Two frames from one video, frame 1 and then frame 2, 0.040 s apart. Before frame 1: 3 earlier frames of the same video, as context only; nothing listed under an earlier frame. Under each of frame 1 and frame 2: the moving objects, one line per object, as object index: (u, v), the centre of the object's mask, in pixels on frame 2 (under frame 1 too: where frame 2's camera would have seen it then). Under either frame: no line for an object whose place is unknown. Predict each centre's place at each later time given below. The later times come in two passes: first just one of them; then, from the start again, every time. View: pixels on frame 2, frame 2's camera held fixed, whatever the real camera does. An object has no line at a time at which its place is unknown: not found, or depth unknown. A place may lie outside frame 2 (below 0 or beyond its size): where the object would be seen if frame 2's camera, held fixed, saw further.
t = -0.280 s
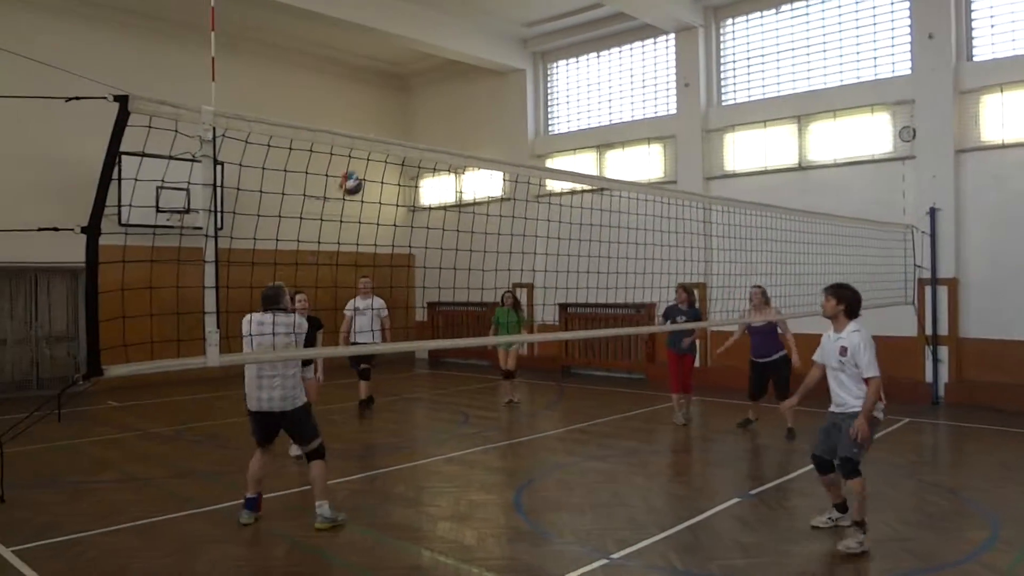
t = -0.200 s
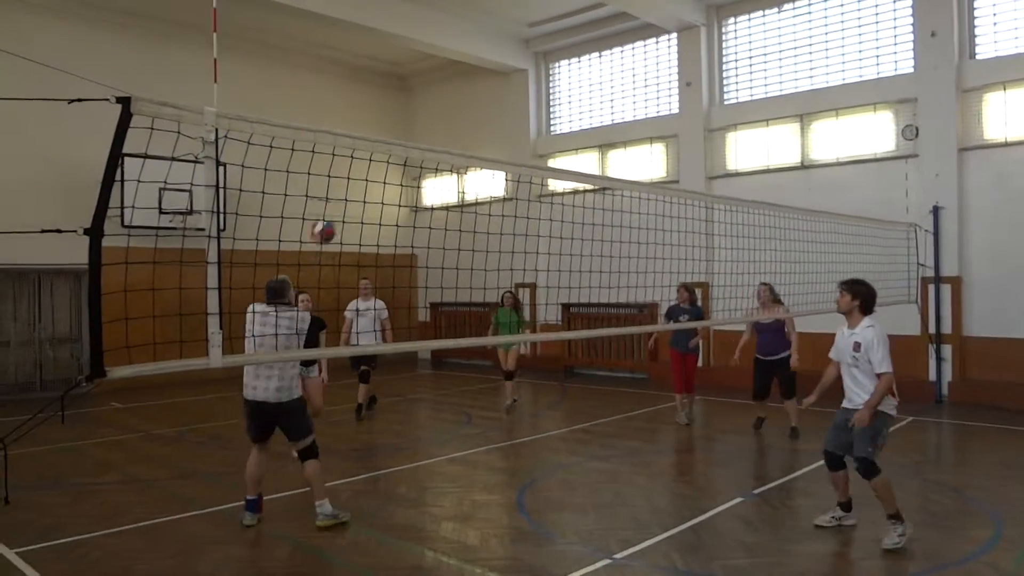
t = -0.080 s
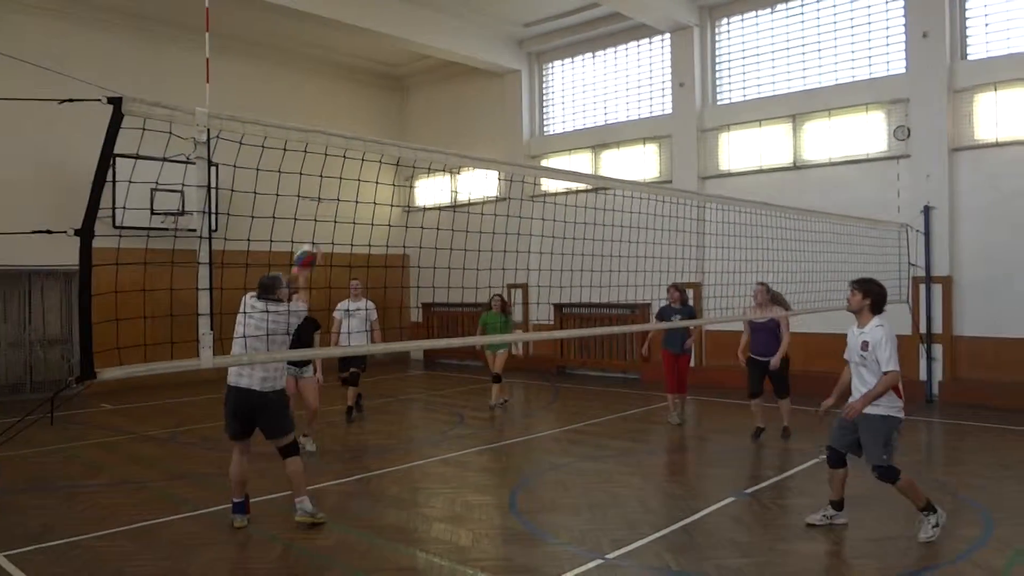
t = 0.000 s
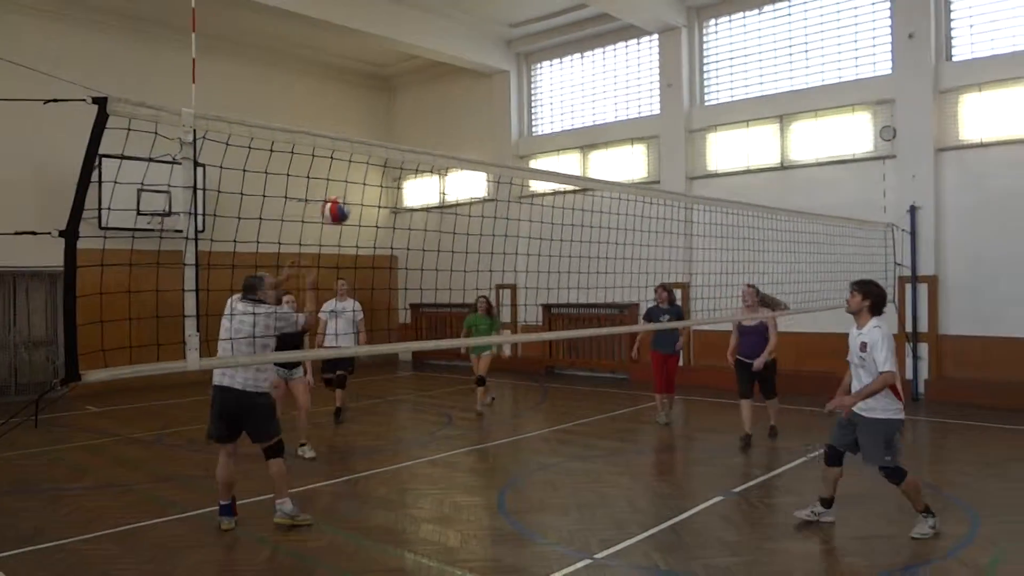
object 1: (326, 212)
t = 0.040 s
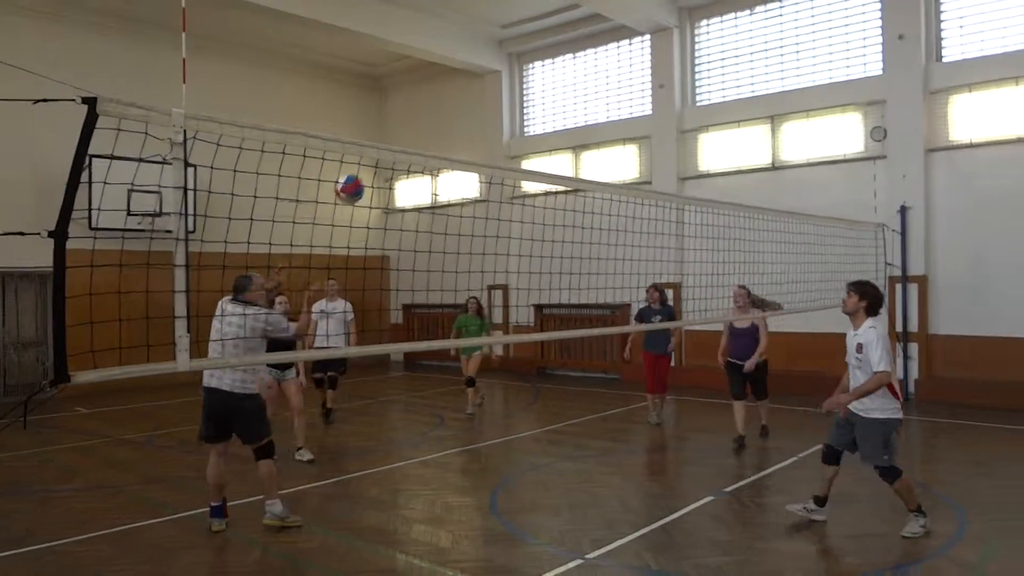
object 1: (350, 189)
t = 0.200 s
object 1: (450, 110)
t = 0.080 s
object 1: (371, 170)
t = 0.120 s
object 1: (396, 140)
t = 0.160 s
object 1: (422, 129)
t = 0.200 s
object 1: (450, 110)
